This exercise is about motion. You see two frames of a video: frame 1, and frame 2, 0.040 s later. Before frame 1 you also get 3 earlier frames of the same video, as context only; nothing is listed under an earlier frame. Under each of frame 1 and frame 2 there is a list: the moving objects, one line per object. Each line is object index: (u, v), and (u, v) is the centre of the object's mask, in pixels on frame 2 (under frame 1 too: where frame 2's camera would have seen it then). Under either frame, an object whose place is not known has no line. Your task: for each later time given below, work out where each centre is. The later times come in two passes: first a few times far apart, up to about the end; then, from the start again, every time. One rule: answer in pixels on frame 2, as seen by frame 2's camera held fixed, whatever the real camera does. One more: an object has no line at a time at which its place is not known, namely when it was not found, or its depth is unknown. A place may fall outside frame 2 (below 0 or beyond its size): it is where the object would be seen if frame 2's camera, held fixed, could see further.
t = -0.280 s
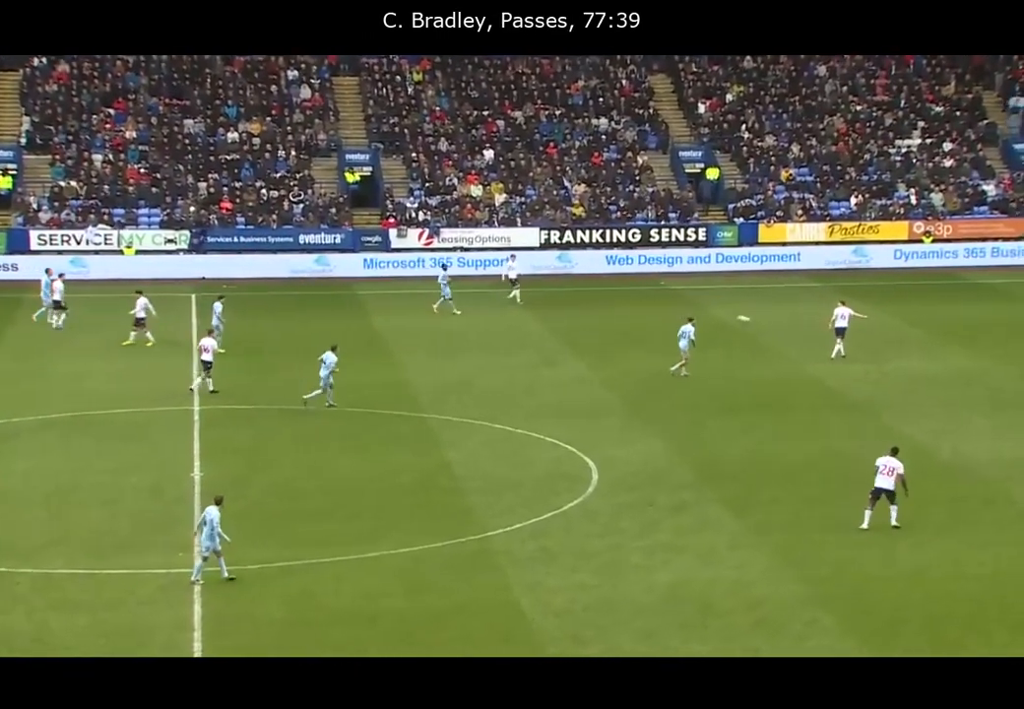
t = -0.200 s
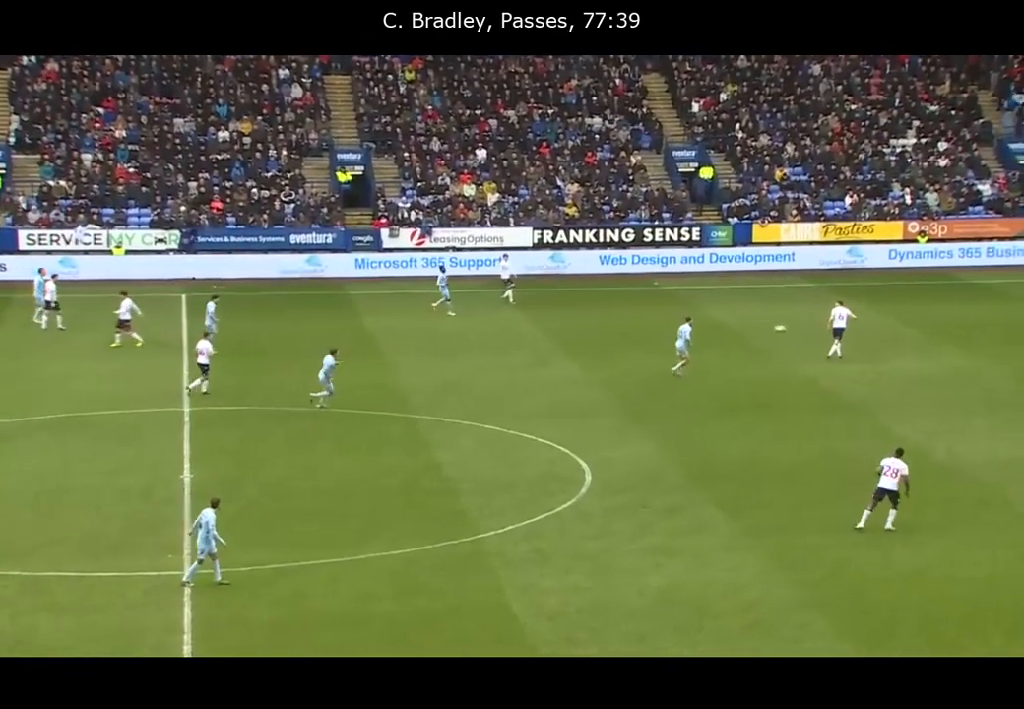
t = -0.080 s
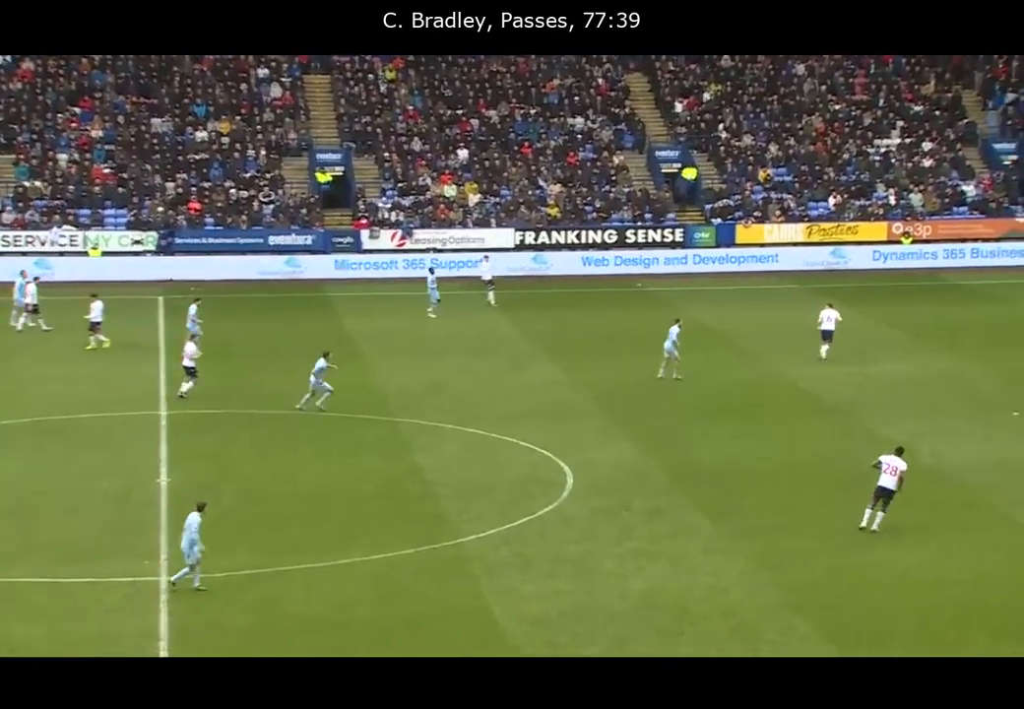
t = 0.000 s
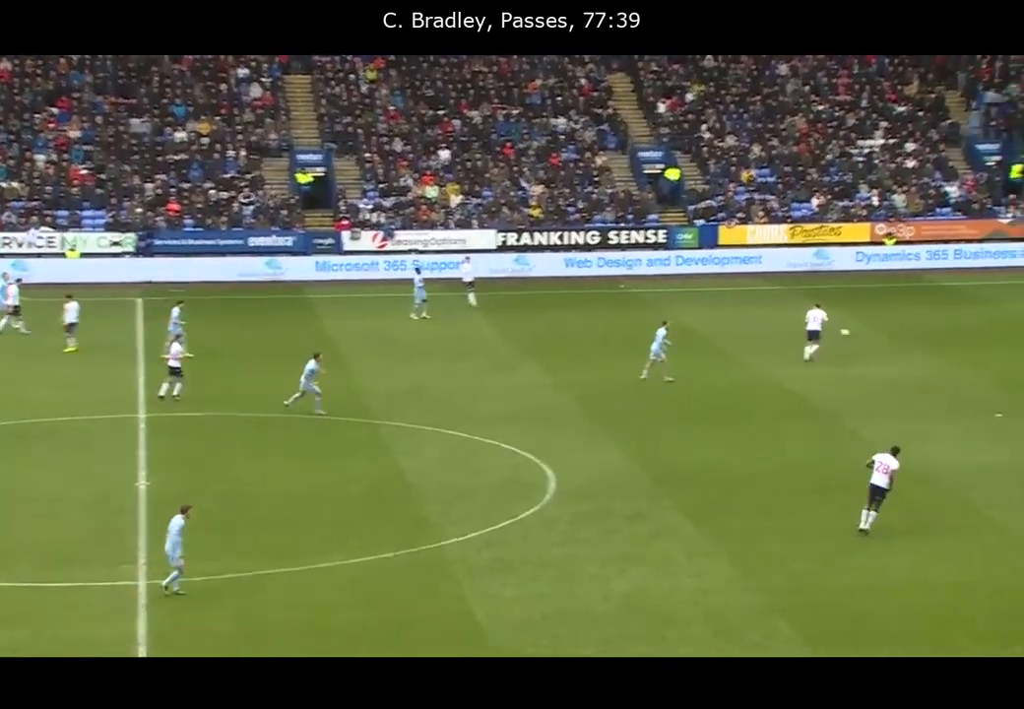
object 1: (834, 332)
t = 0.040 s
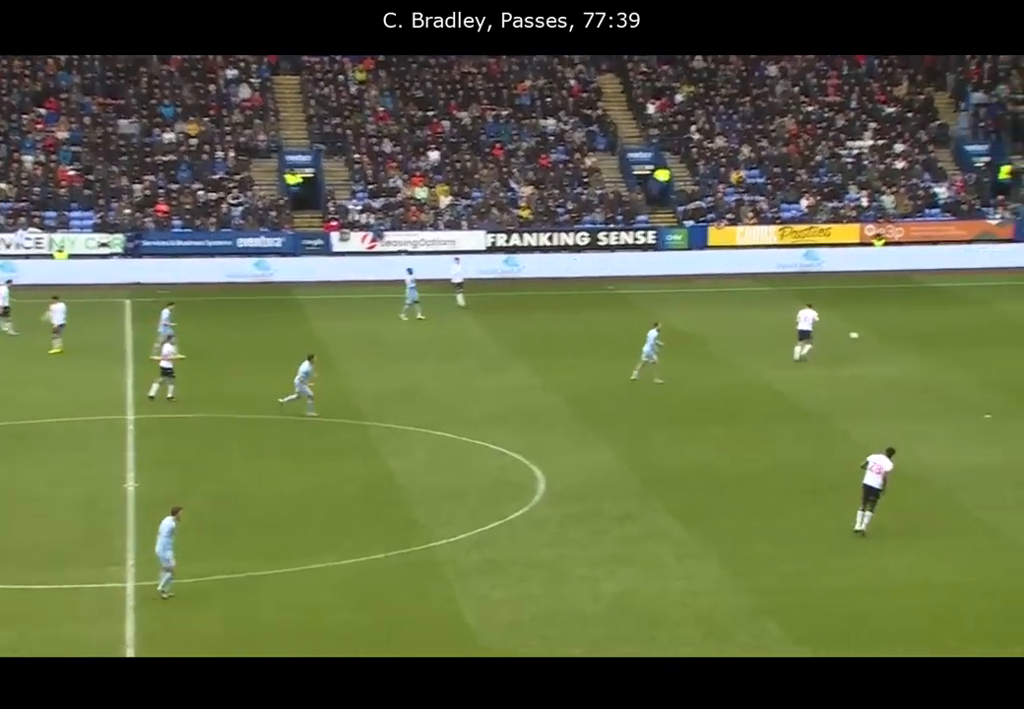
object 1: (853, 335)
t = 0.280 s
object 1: (968, 346)
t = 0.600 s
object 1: (1112, 360)
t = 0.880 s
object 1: (1230, 373)
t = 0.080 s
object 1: (873, 337)
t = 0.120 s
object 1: (893, 341)
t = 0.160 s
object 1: (913, 346)
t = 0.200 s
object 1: (932, 347)
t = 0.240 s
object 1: (950, 346)
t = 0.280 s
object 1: (968, 346)
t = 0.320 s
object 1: (986, 347)
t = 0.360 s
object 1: (1005, 348)
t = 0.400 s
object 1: (1023, 350)
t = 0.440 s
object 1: (1041, 353)
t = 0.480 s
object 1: (1060, 357)
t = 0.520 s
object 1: (1078, 360)
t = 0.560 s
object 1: (1095, 360)
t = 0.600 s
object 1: (1112, 360)
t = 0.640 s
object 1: (1129, 361)
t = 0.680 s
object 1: (1147, 363)
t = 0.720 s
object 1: (1164, 365)
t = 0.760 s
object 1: (1181, 368)
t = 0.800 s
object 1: (1198, 371)
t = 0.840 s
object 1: (1214, 372)
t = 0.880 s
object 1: (1230, 373)
